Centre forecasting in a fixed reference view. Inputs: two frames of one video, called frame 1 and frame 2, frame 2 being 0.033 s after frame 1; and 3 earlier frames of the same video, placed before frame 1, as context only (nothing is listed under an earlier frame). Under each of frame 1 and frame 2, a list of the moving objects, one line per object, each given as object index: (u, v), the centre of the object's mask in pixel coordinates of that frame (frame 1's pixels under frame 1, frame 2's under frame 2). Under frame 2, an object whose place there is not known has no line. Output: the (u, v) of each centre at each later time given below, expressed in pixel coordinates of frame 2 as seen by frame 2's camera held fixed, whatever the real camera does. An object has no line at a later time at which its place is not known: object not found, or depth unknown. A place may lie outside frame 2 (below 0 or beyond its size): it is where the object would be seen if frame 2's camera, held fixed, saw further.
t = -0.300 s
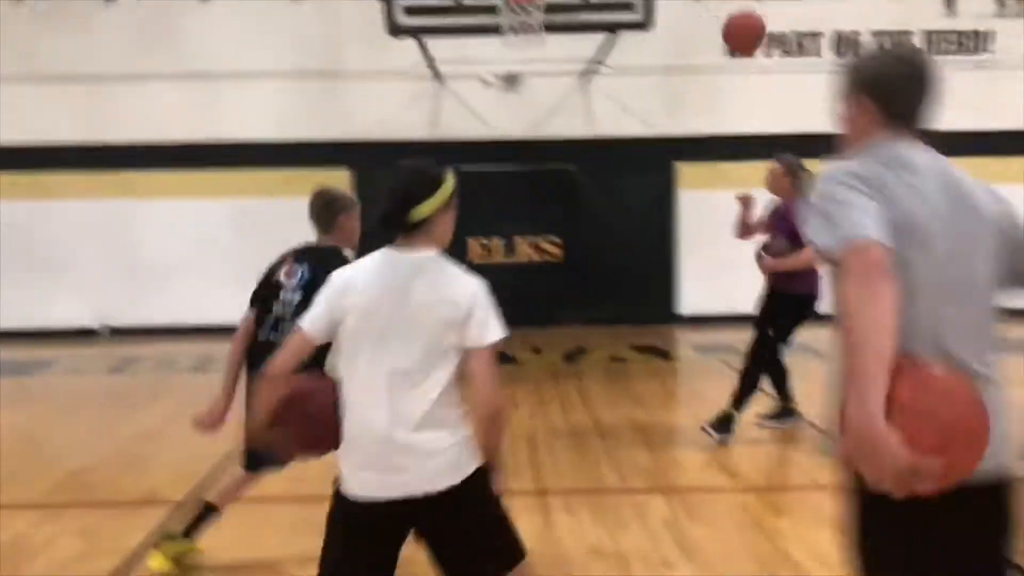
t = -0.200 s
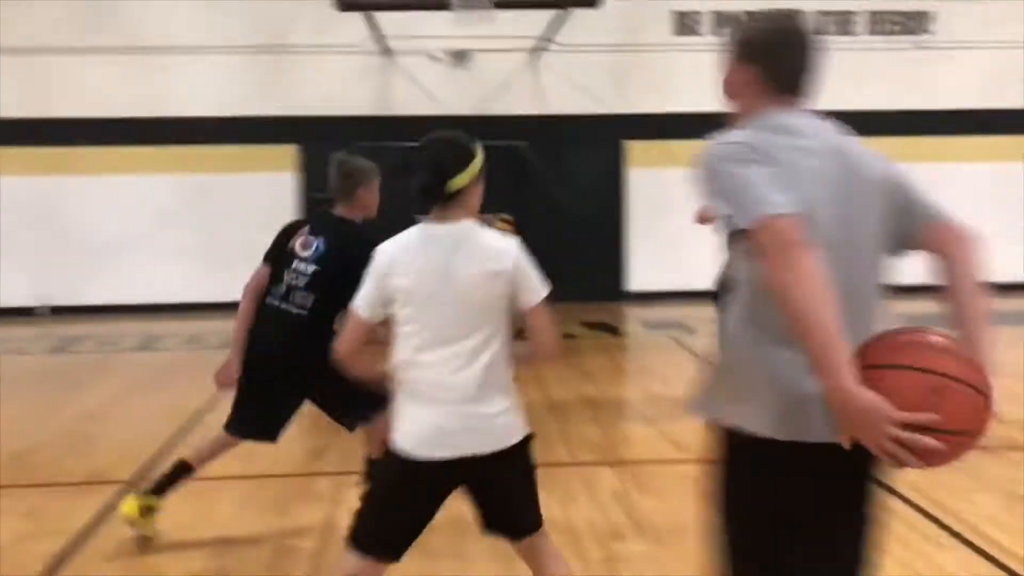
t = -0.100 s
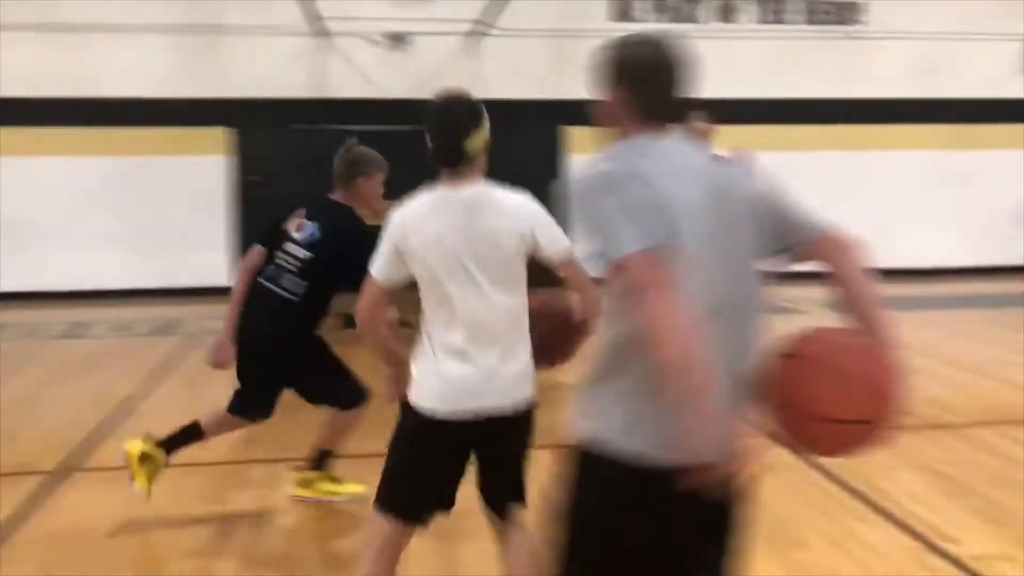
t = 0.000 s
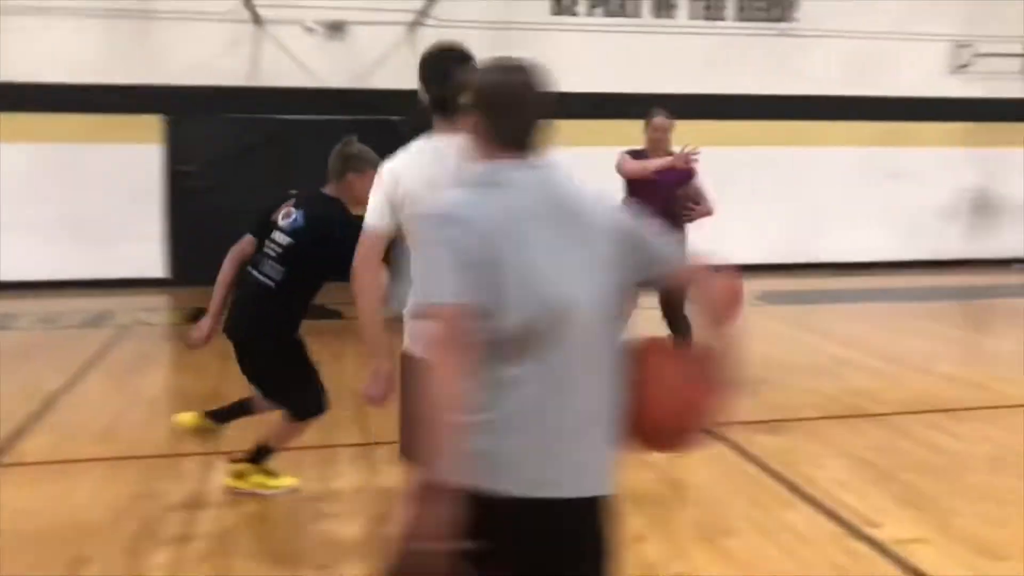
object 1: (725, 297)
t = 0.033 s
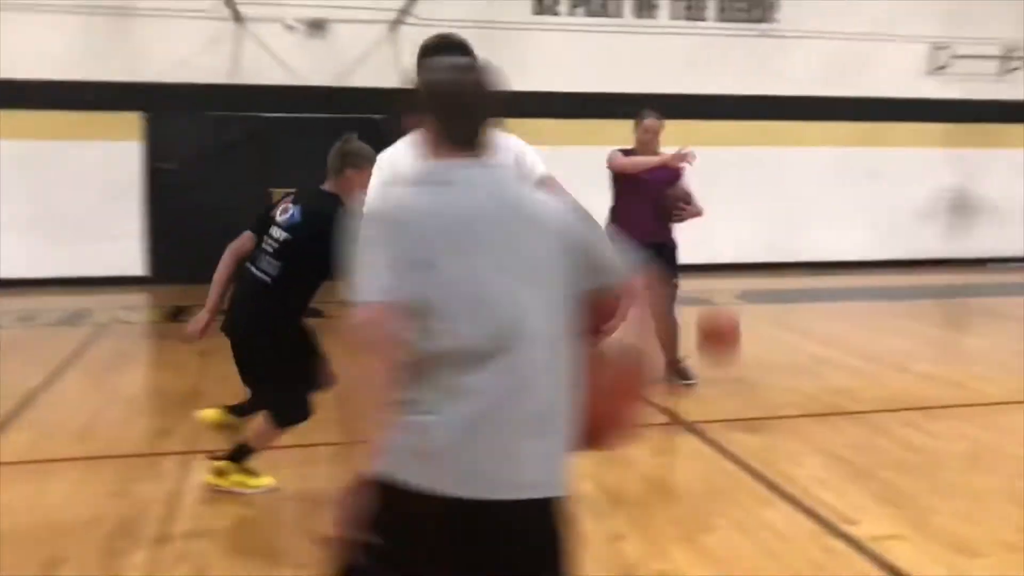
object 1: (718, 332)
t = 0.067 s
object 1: (736, 380)
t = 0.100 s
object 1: (754, 403)
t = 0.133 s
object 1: (773, 368)
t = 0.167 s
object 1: (793, 338)
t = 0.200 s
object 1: (813, 311)
